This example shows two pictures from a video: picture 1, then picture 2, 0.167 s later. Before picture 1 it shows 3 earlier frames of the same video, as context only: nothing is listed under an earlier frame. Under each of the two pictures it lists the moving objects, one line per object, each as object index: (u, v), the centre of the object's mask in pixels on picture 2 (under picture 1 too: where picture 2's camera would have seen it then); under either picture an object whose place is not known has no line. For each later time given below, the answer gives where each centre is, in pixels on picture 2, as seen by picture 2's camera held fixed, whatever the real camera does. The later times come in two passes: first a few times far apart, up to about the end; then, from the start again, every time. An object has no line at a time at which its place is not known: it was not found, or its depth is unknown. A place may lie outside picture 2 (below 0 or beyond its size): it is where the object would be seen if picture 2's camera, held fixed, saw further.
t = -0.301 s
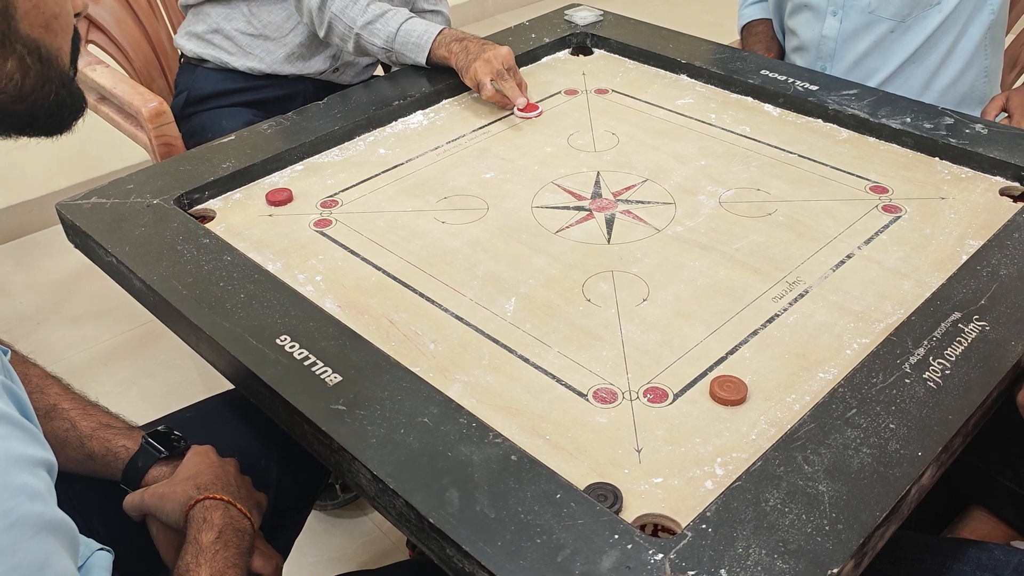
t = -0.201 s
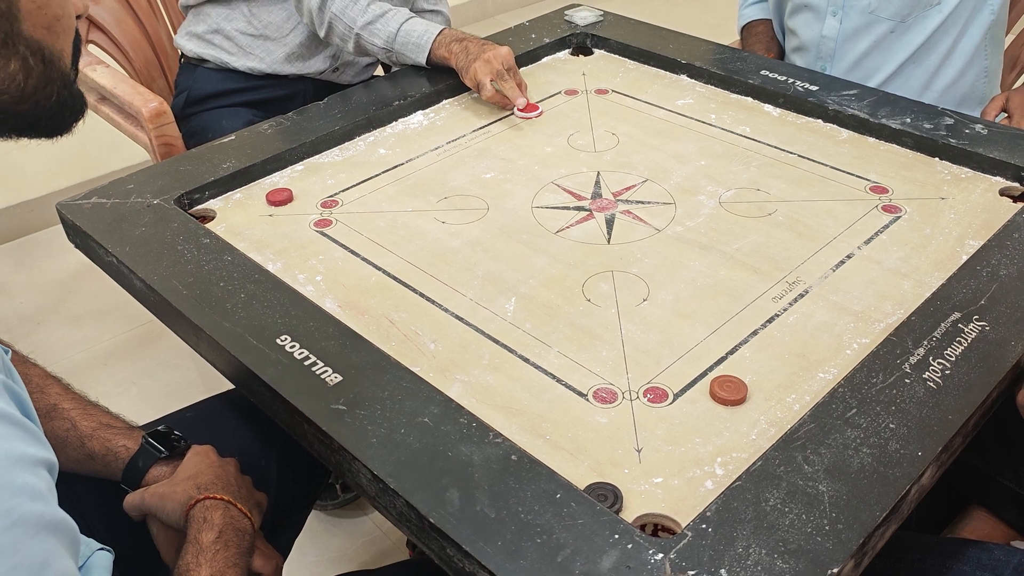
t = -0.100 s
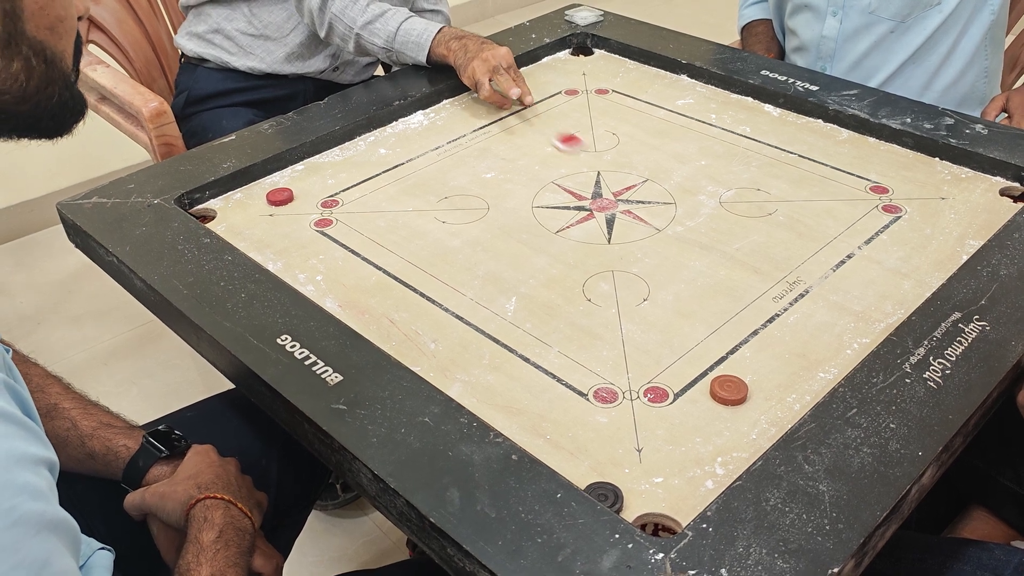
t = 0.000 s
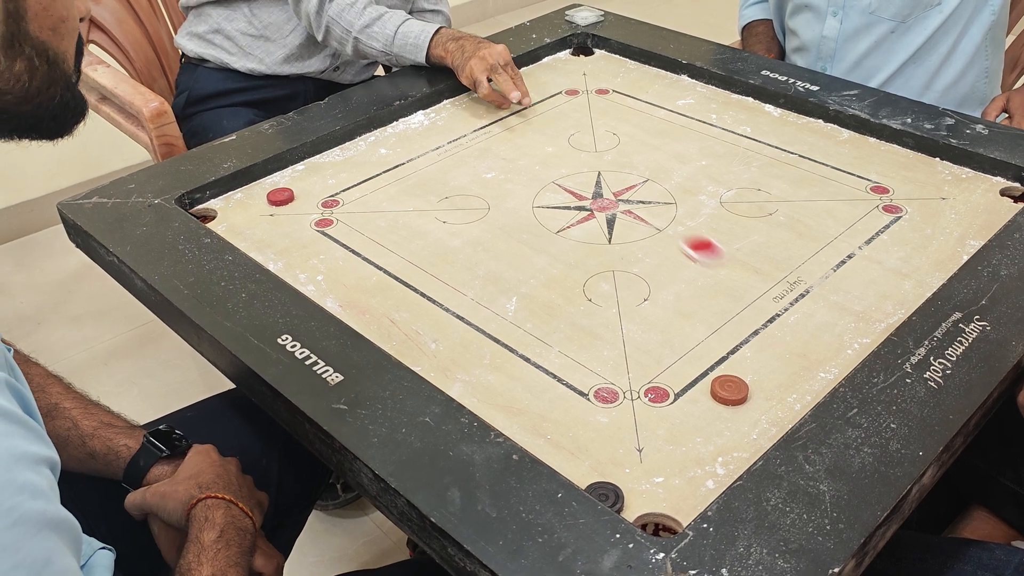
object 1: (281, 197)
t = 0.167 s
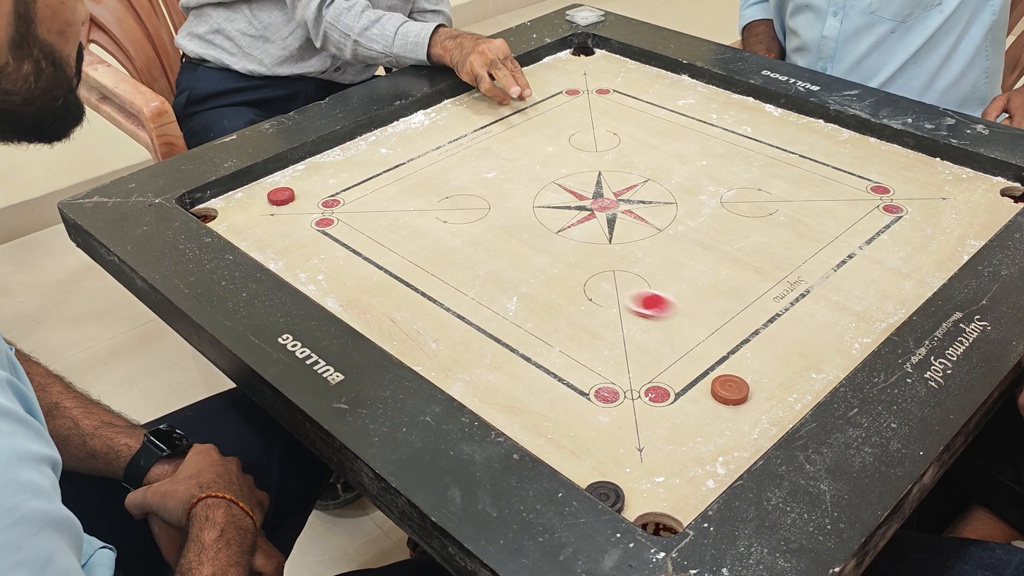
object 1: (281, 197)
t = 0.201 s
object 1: (281, 197)
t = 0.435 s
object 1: (262, 192)
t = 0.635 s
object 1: (307, 275)
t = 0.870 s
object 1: (467, 316)
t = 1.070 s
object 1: (521, 330)
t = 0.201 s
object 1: (281, 197)
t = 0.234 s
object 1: (281, 197)
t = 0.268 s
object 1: (281, 197)
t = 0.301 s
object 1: (281, 197)
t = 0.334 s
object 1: (281, 197)
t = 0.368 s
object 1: (281, 197)
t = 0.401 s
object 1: (281, 197)
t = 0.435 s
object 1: (262, 192)
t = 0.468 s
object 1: (250, 195)
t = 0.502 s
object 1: (256, 212)
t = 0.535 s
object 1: (262, 235)
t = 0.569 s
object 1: (268, 253)
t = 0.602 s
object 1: (284, 267)
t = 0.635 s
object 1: (307, 275)
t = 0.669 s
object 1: (331, 281)
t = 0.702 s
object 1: (356, 287)
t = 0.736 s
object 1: (398, 298)
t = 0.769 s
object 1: (418, 303)
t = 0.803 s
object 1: (435, 308)
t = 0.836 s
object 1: (452, 312)
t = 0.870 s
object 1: (467, 316)
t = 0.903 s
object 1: (480, 319)
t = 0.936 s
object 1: (491, 322)
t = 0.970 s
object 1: (501, 325)
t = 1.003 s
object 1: (510, 327)
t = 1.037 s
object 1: (516, 329)
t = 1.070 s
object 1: (521, 330)
